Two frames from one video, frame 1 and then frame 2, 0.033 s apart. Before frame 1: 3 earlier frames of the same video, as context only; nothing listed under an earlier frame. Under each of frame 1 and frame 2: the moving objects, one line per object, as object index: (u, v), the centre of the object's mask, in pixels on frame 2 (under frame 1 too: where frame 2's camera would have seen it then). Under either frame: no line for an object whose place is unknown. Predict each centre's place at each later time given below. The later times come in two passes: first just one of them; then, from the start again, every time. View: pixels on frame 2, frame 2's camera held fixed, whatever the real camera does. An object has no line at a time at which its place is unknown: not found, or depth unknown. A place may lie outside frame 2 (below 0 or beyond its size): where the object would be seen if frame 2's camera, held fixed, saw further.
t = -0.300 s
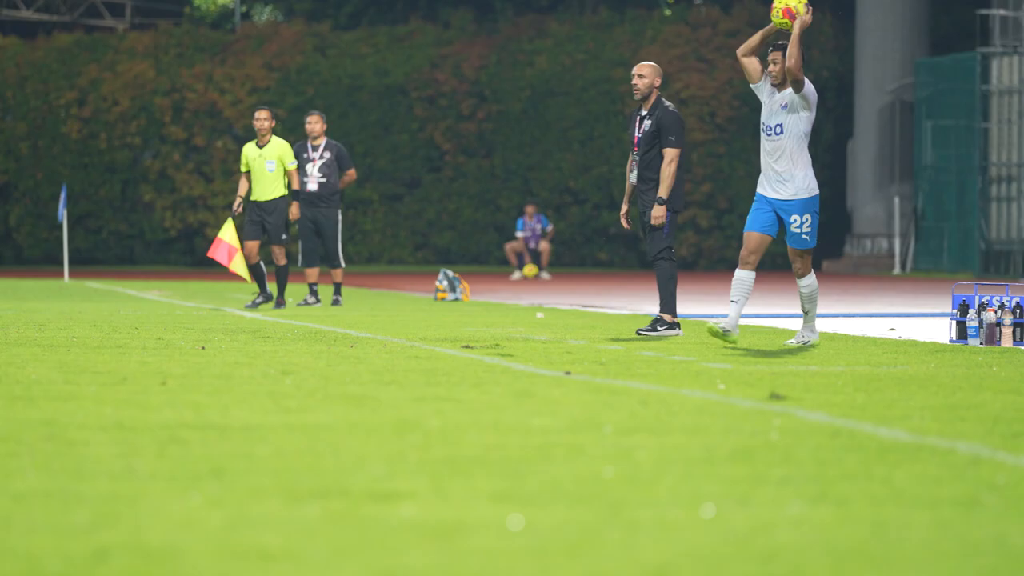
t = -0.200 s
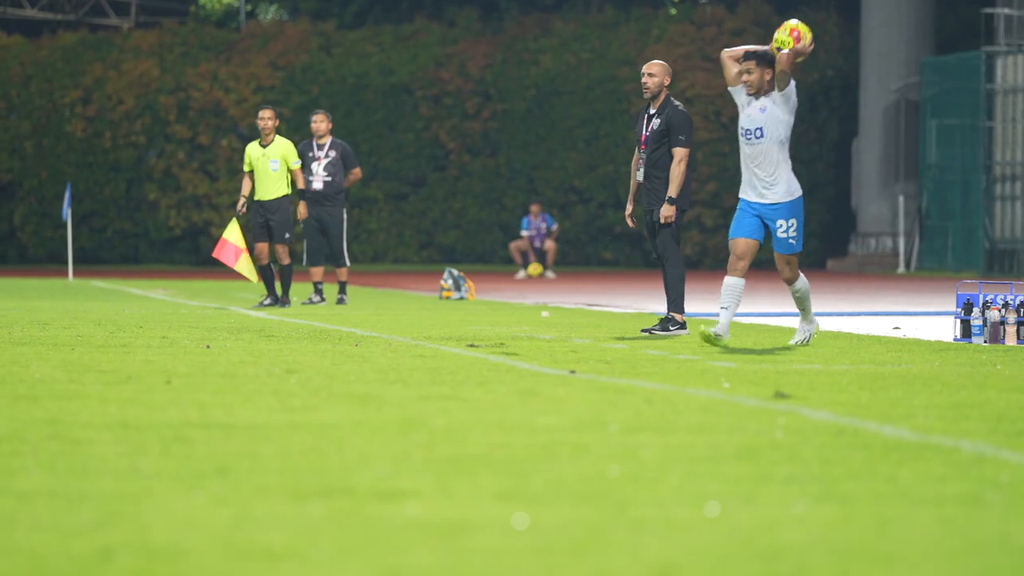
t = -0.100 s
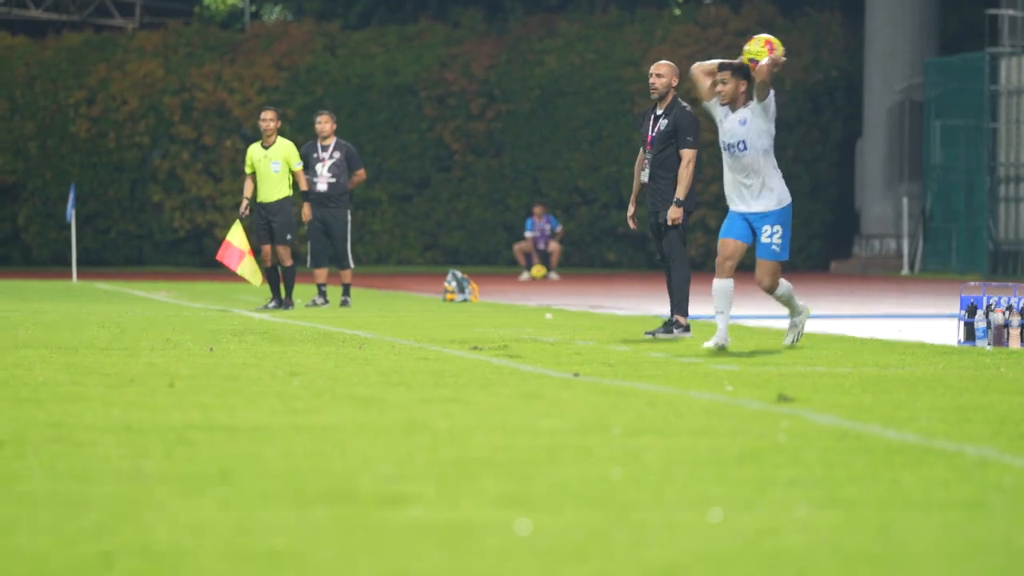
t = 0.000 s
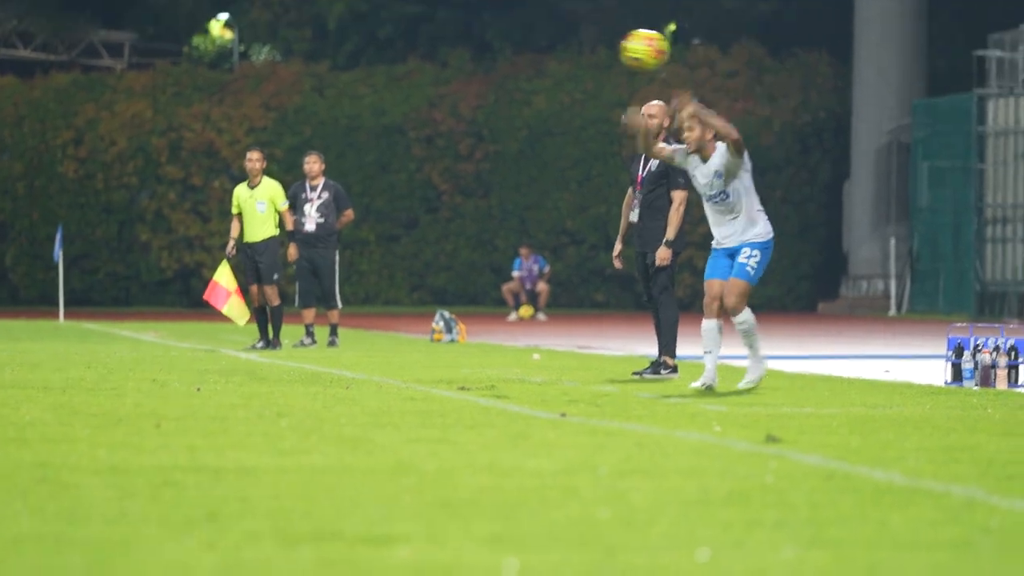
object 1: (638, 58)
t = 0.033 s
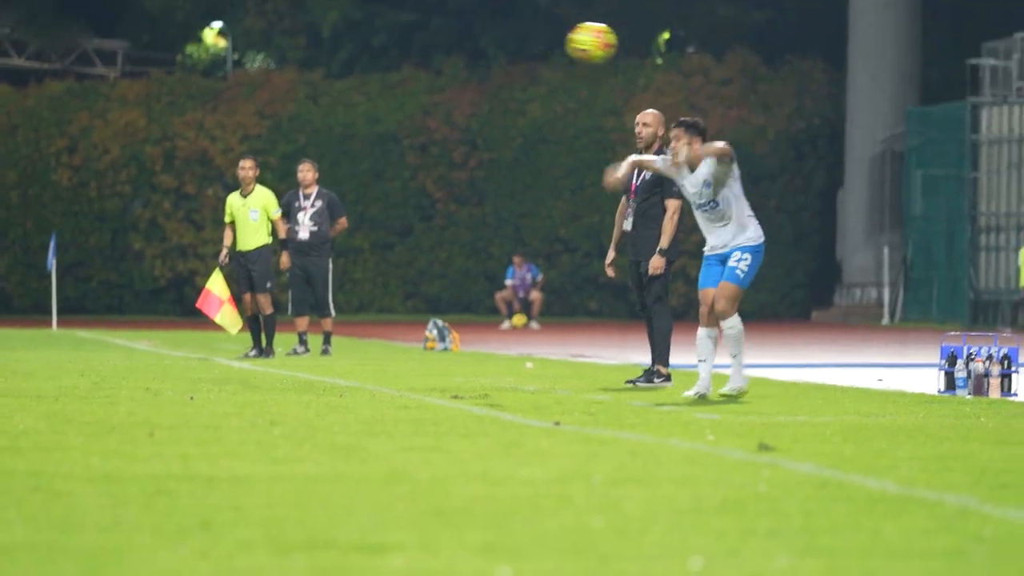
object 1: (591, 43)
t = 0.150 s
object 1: (424, 4)
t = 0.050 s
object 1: (568, 36)
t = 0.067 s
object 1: (544, 29)
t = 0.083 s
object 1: (521, 23)
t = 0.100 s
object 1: (497, 17)
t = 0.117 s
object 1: (473, 11)
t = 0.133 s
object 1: (449, 7)
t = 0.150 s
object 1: (424, 4)
